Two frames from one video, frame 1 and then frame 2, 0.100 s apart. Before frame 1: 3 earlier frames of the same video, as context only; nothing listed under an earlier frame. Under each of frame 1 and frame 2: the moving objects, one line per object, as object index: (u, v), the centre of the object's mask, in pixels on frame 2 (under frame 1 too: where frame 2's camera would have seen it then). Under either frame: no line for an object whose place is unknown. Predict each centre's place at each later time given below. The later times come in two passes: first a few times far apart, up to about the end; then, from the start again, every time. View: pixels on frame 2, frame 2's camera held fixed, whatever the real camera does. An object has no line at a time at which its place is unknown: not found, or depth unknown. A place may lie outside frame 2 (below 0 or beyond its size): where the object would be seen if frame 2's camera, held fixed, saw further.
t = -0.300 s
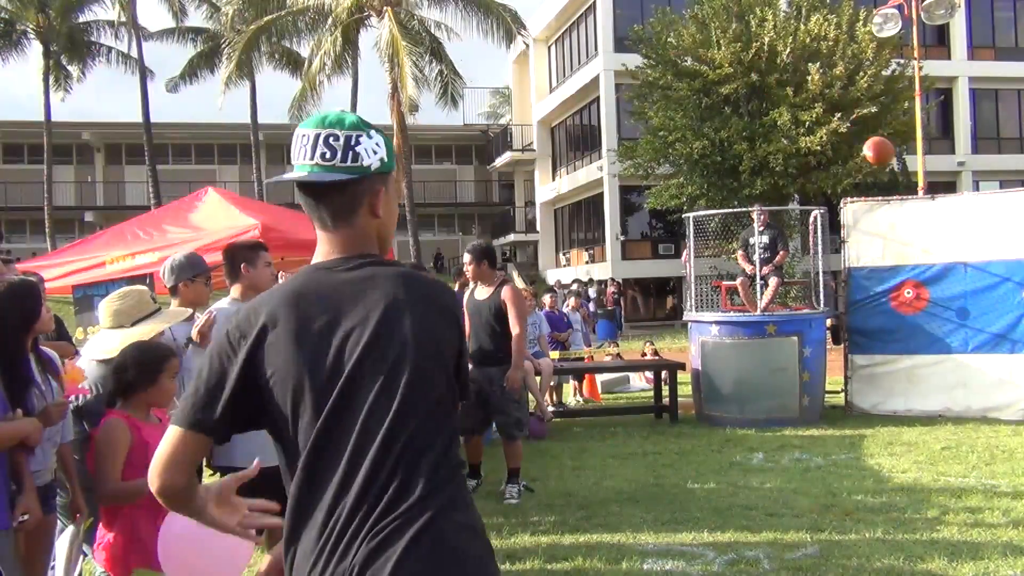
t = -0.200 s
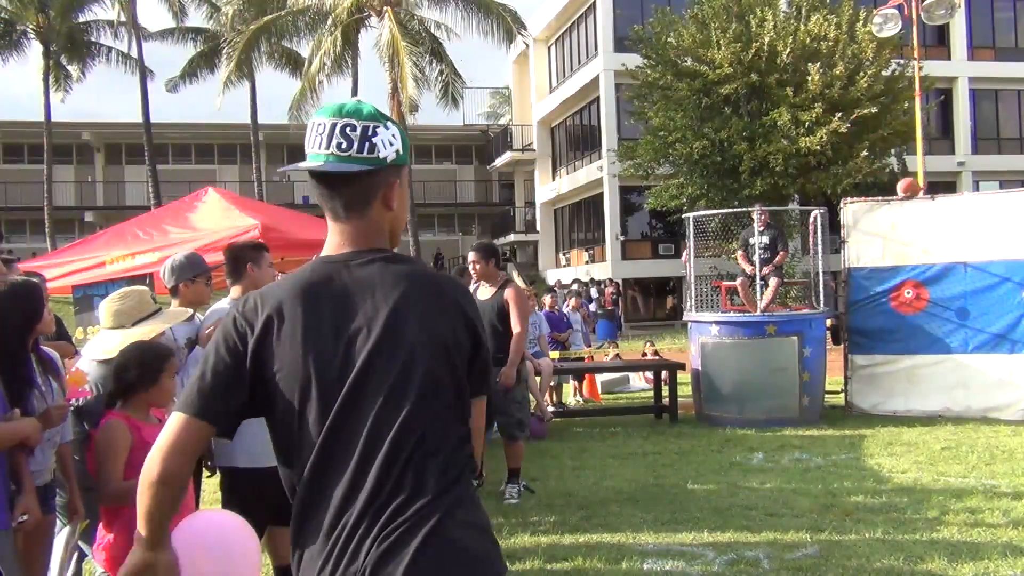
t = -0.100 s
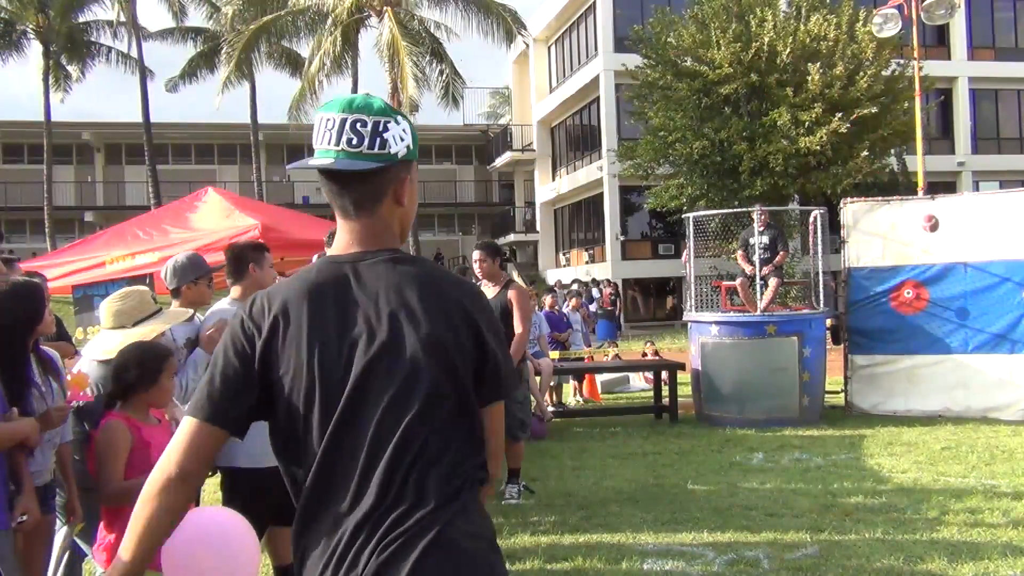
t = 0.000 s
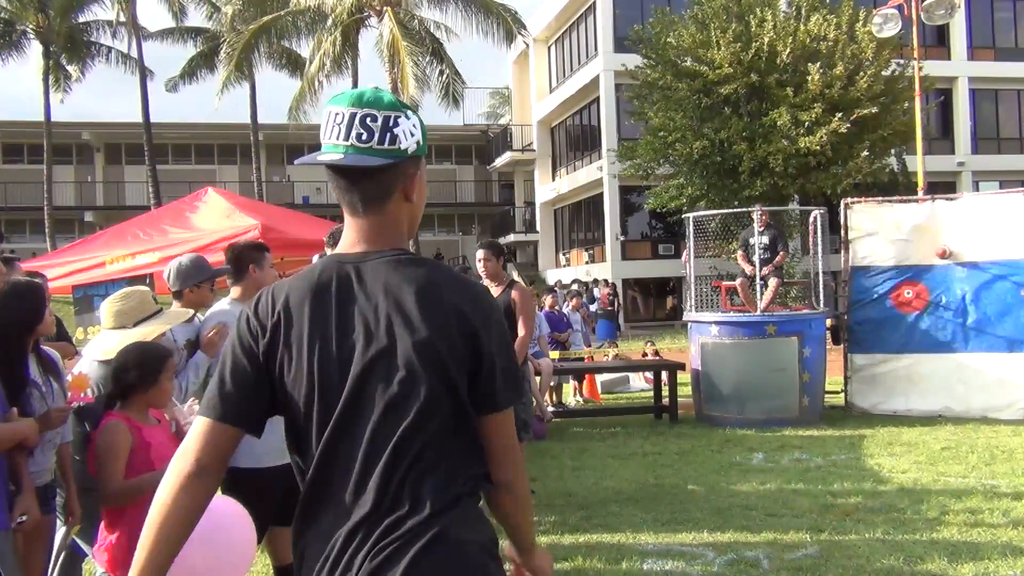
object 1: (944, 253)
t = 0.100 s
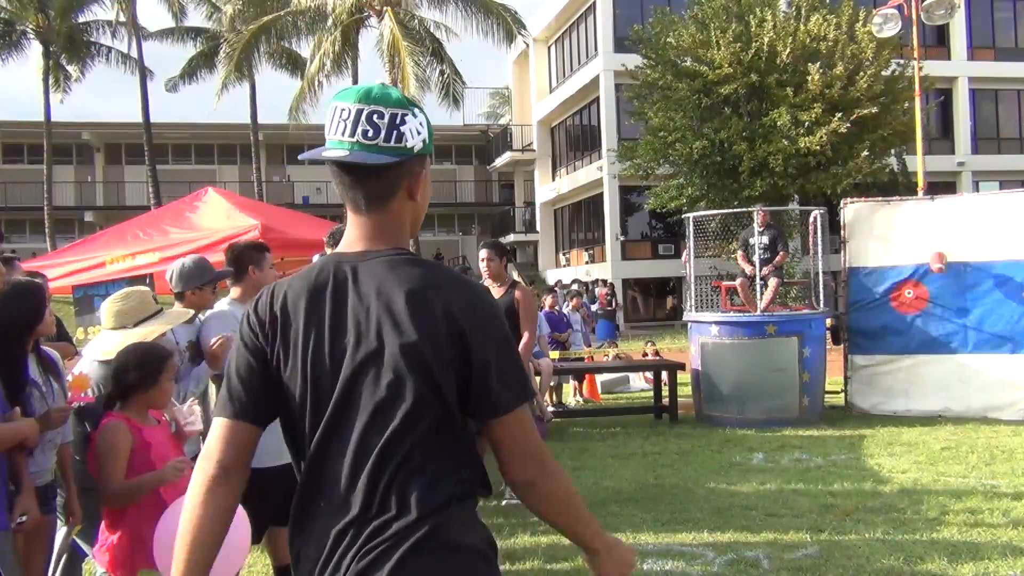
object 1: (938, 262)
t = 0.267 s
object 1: (929, 299)
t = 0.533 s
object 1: (916, 427)
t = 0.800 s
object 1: (908, 421)
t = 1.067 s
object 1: (901, 459)
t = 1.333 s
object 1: (883, 434)
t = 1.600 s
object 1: (864, 481)
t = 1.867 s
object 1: (833, 471)
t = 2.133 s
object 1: (808, 507)
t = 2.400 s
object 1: (785, 510)
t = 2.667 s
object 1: (762, 508)
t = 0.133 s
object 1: (936, 267)
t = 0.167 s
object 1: (934, 273)
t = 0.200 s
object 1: (933, 279)
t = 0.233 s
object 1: (932, 288)
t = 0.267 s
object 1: (929, 299)
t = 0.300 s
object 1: (927, 310)
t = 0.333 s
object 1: (926, 322)
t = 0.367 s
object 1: (925, 336)
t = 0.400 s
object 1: (923, 351)
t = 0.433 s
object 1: (921, 368)
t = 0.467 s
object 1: (920, 386)
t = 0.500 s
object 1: (918, 406)
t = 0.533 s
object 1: (916, 427)
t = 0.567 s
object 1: (915, 432)
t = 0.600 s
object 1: (914, 429)
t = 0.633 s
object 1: (913, 425)
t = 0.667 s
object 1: (911, 421)
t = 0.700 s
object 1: (911, 419)
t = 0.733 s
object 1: (910, 419)
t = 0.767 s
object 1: (909, 419)
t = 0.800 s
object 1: (908, 421)
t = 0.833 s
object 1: (908, 424)
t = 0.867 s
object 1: (907, 428)
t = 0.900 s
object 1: (907, 433)
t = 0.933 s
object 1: (906, 442)
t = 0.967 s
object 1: (905, 451)
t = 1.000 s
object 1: (904, 463)
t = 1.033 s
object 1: (904, 467)
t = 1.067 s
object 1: (901, 459)
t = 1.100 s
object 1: (899, 449)
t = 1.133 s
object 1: (896, 443)
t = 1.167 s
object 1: (894, 438)
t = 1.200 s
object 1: (892, 435)
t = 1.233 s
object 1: (890, 432)
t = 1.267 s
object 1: (887, 431)
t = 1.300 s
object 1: (885, 432)
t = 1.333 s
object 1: (883, 434)
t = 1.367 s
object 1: (880, 437)
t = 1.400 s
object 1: (878, 443)
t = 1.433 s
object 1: (876, 450)
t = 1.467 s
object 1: (874, 458)
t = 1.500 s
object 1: (872, 469)
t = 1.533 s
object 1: (871, 482)
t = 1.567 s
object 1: (868, 488)
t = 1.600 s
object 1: (864, 481)
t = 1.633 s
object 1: (860, 474)
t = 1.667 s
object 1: (856, 469)
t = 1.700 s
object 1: (852, 465)
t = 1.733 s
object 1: (848, 463)
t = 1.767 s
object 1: (844, 462)
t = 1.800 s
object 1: (840, 464)
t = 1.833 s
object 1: (837, 467)
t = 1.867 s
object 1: (833, 471)
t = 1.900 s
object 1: (830, 478)
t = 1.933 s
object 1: (826, 486)
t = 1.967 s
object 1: (823, 495)
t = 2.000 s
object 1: (820, 497)
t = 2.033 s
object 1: (817, 497)
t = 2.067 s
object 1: (815, 498)
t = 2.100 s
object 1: (812, 501)
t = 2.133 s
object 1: (808, 507)
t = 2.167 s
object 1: (807, 508)
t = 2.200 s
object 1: (803, 505)
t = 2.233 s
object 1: (800, 502)
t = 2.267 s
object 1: (797, 501)
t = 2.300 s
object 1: (794, 501)
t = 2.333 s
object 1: (791, 503)
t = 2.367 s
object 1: (788, 506)
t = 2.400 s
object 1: (785, 510)
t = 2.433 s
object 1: (781, 512)
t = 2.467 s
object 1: (778, 514)
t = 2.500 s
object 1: (773, 514)
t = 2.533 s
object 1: (771, 512)
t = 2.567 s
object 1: (767, 511)
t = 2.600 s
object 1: (765, 510)
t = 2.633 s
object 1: (763, 509)
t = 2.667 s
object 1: (762, 508)
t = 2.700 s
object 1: (761, 508)
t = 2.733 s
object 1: (761, 508)
